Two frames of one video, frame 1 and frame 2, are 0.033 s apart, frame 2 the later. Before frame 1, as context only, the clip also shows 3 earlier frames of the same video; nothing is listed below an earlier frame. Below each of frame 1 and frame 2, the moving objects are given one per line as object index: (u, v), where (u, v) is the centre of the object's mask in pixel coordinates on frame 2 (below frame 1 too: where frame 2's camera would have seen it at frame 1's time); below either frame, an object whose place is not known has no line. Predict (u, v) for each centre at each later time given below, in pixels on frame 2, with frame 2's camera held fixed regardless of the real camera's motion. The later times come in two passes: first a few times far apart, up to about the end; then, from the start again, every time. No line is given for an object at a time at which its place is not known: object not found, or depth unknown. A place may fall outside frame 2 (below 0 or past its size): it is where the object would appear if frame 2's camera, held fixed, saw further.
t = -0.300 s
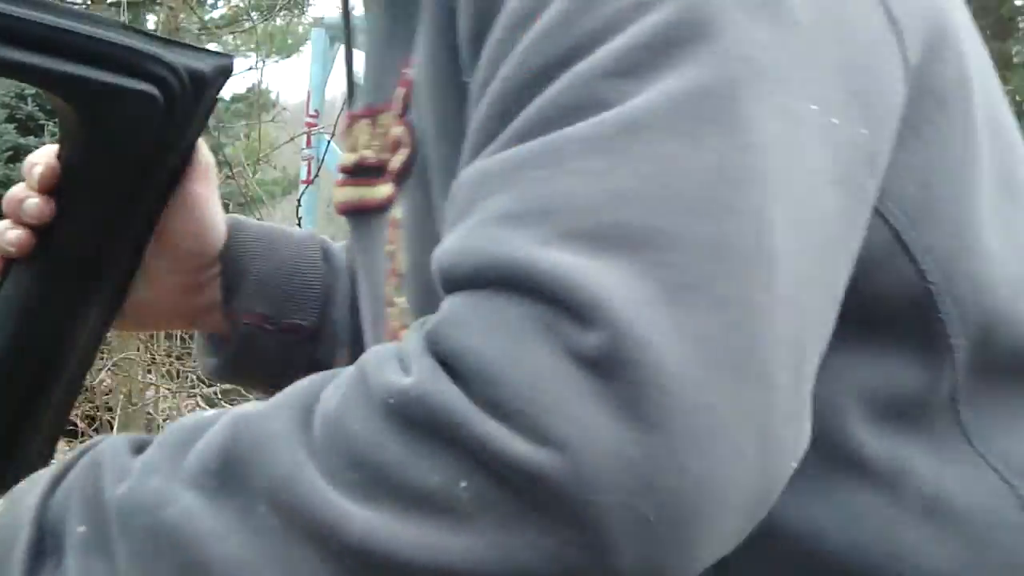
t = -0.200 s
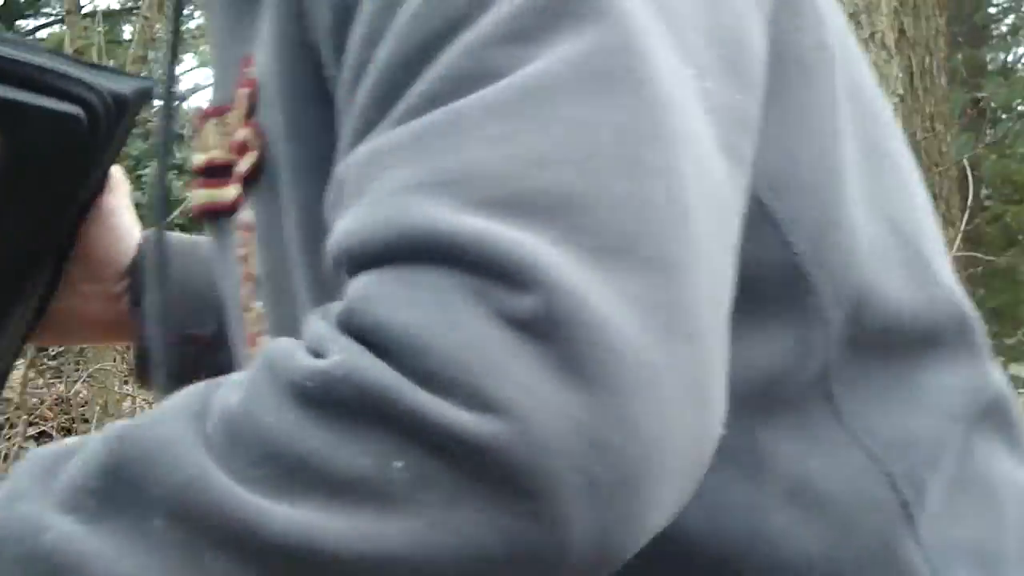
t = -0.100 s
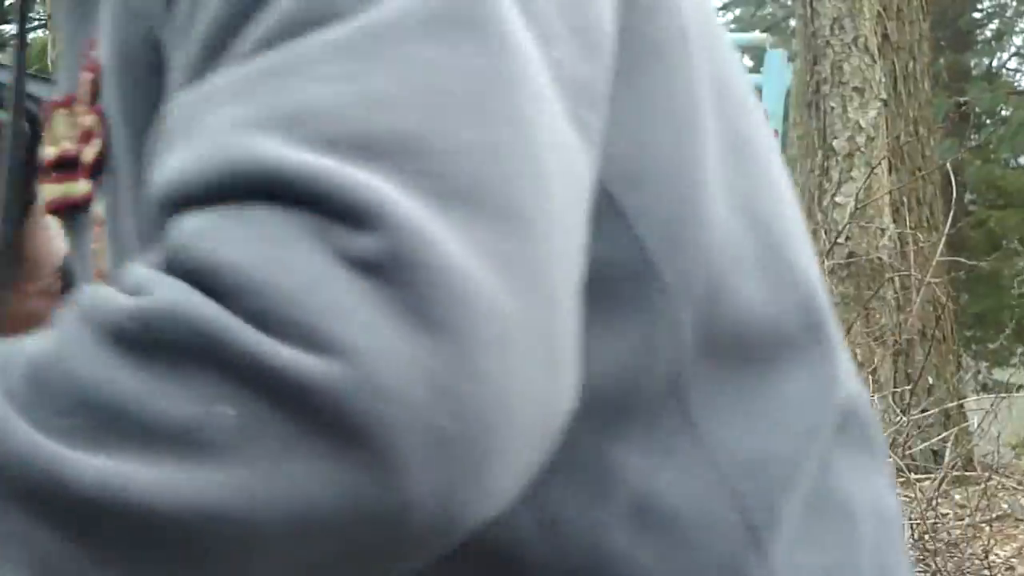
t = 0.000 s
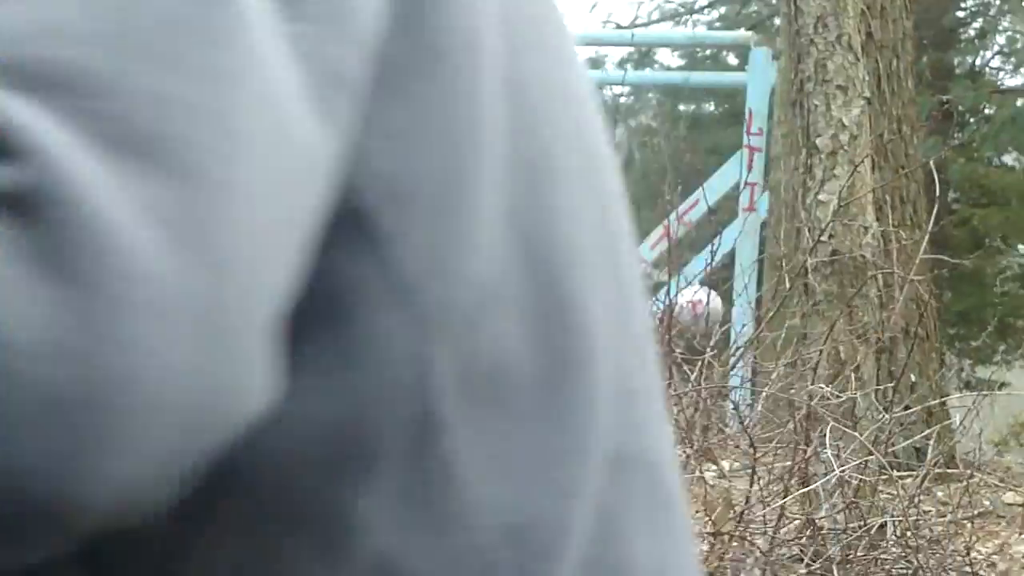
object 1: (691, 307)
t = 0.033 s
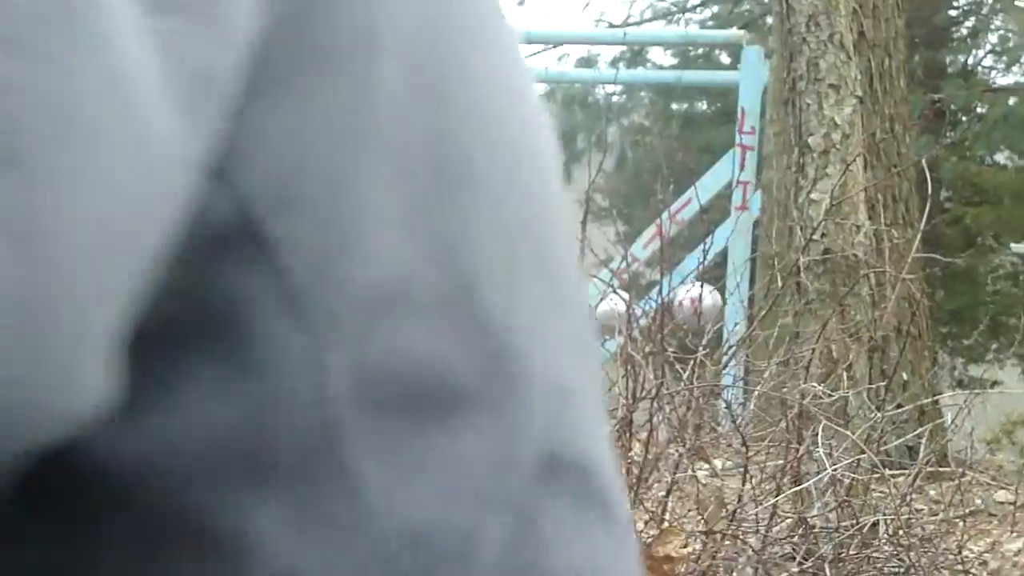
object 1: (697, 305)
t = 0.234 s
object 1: (714, 296)
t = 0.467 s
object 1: (702, 305)
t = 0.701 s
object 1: (636, 312)
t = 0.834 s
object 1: (607, 317)
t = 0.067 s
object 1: (702, 303)
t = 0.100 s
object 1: (705, 300)
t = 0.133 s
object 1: (707, 298)
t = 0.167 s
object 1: (710, 297)
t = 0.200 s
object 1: (712, 296)
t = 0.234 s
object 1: (714, 296)
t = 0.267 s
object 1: (713, 296)
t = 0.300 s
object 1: (713, 296)
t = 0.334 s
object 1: (712, 297)
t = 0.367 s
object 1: (711, 297)
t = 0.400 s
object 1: (708, 299)
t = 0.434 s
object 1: (705, 300)
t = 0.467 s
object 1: (702, 305)
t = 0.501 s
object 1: (695, 305)
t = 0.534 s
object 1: (688, 307)
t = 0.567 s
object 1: (685, 308)
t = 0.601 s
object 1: (679, 308)
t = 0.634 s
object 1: (666, 306)
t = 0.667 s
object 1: (650, 311)
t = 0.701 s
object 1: (636, 312)
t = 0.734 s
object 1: (625, 313)
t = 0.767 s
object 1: (617, 315)
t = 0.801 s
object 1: (609, 318)
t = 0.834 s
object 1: (607, 317)
